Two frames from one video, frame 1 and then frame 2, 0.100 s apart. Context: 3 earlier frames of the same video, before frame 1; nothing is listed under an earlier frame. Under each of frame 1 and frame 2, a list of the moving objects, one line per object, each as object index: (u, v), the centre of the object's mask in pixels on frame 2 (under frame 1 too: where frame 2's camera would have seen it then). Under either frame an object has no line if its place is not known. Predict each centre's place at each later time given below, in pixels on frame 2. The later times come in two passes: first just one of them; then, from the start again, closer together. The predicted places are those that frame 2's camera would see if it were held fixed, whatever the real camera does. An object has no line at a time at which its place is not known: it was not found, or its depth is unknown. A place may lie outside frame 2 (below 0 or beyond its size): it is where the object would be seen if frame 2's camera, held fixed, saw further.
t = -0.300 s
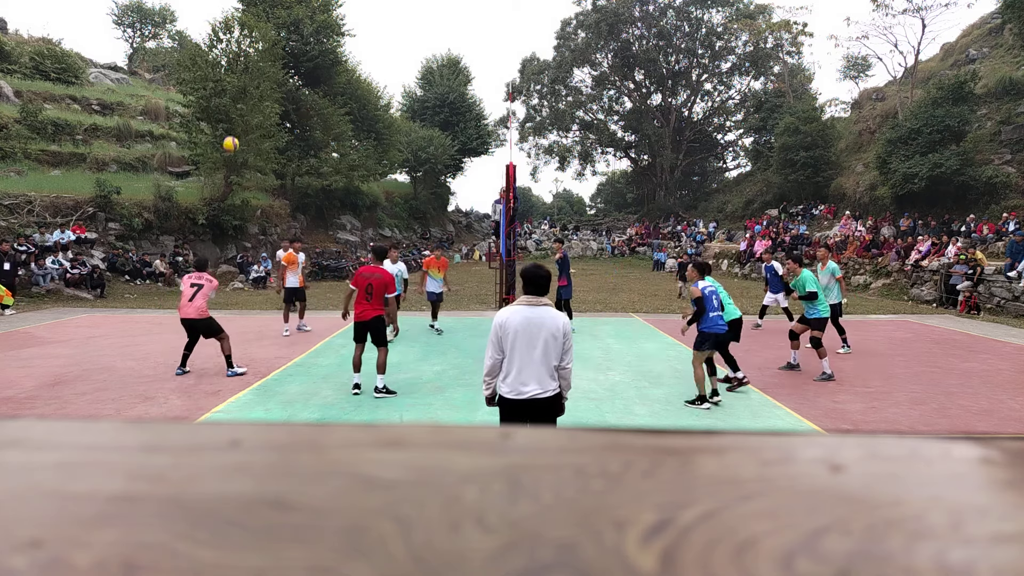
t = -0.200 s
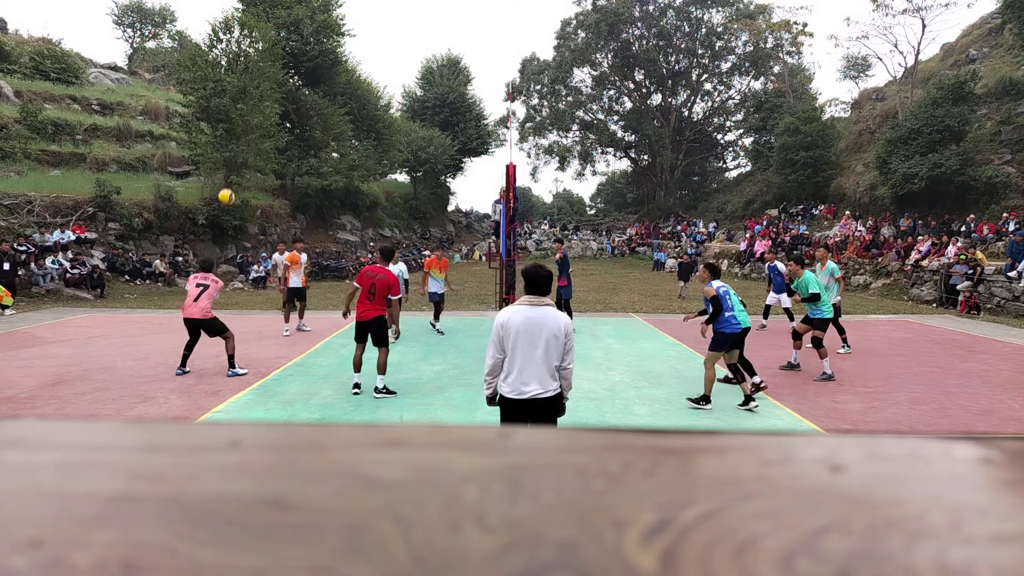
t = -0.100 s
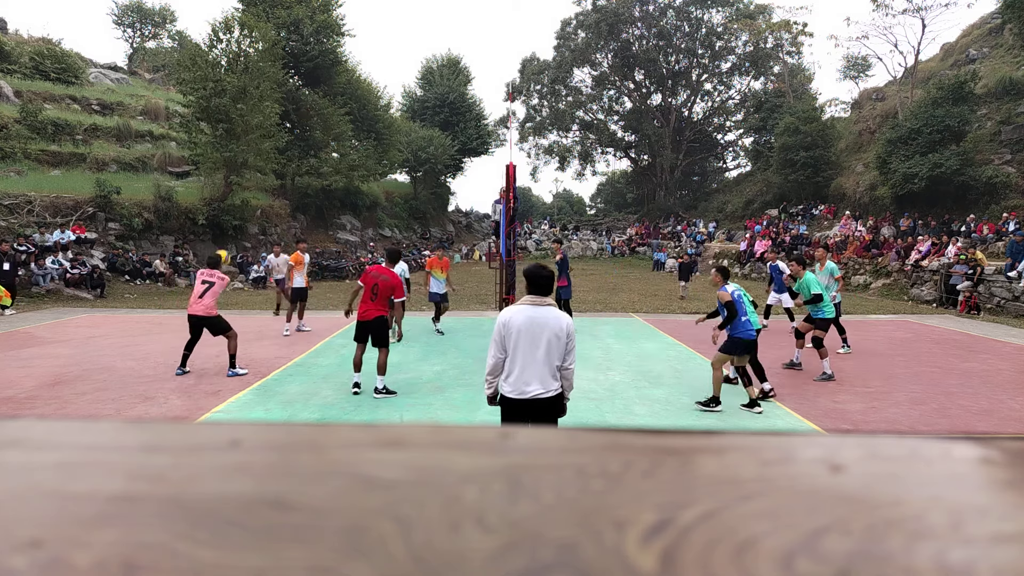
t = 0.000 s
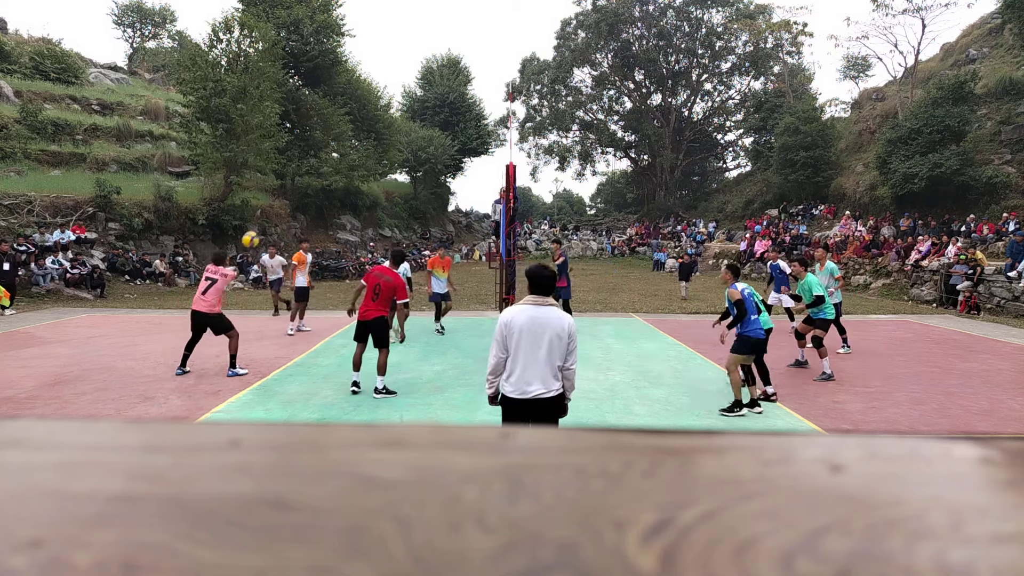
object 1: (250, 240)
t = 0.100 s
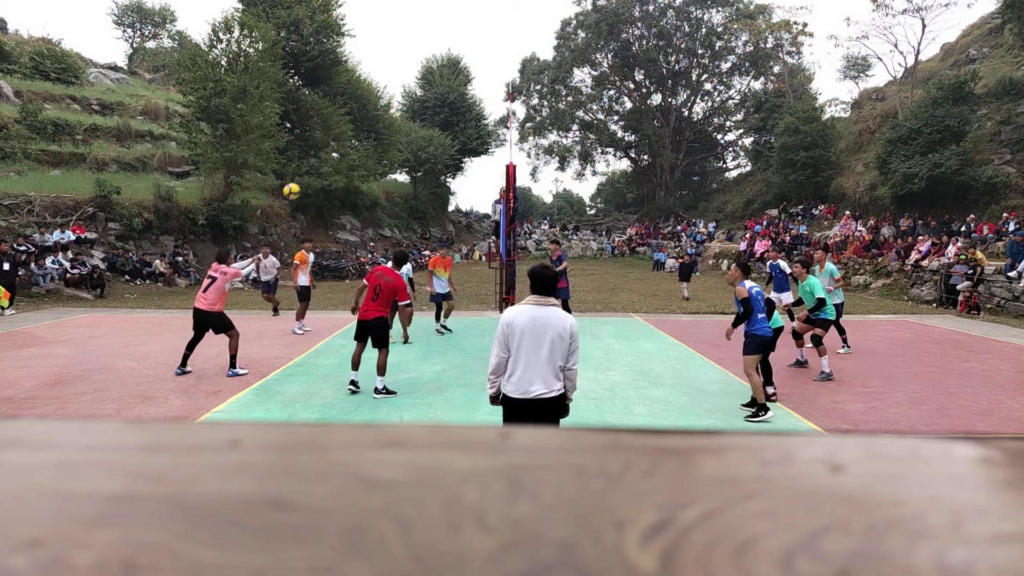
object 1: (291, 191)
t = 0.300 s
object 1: (367, 120)
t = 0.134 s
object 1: (304, 177)
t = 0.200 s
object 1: (330, 151)
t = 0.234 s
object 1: (342, 139)
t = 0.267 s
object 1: (355, 129)
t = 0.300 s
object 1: (367, 120)
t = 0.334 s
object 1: (379, 111)
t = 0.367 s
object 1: (390, 103)
